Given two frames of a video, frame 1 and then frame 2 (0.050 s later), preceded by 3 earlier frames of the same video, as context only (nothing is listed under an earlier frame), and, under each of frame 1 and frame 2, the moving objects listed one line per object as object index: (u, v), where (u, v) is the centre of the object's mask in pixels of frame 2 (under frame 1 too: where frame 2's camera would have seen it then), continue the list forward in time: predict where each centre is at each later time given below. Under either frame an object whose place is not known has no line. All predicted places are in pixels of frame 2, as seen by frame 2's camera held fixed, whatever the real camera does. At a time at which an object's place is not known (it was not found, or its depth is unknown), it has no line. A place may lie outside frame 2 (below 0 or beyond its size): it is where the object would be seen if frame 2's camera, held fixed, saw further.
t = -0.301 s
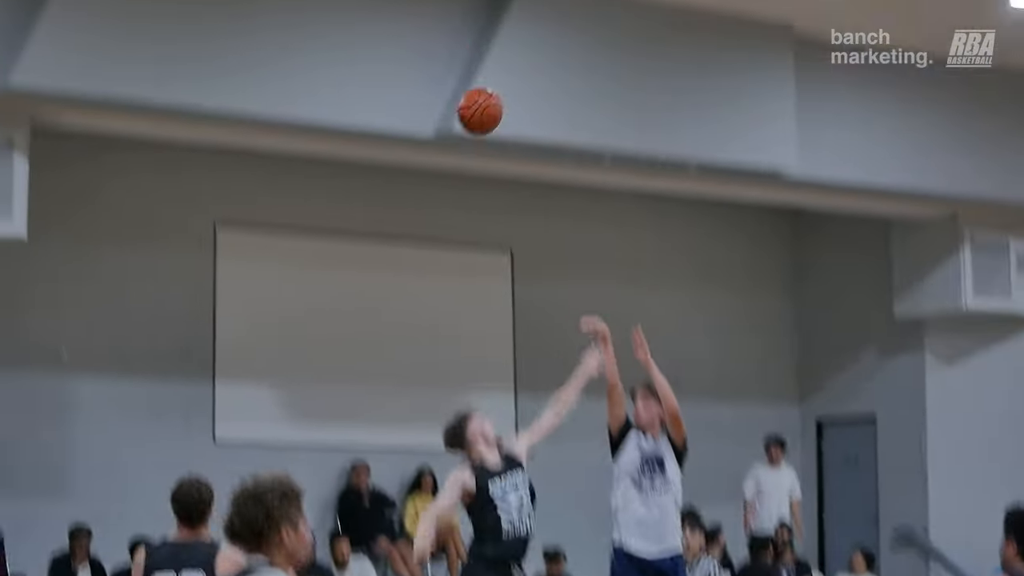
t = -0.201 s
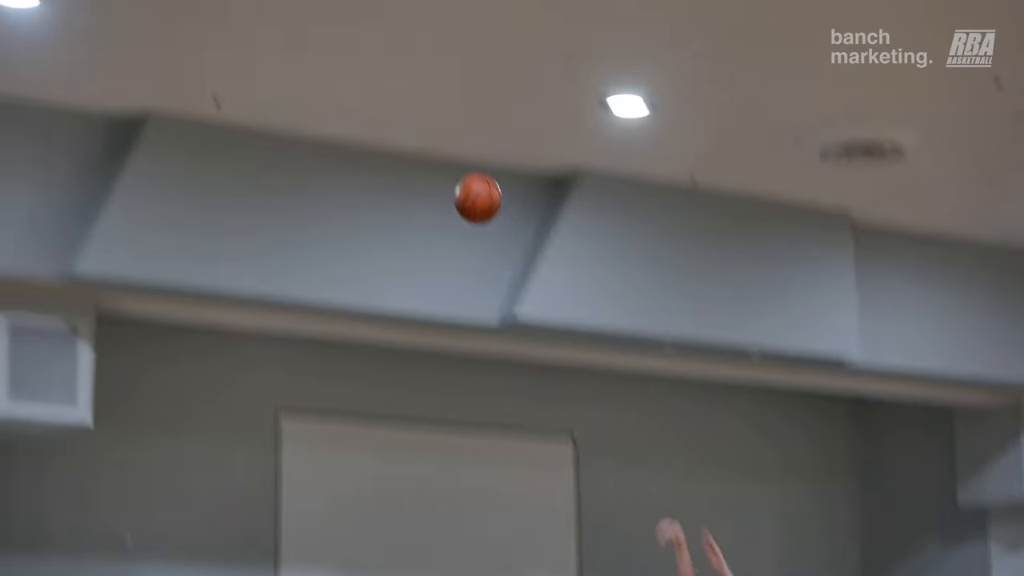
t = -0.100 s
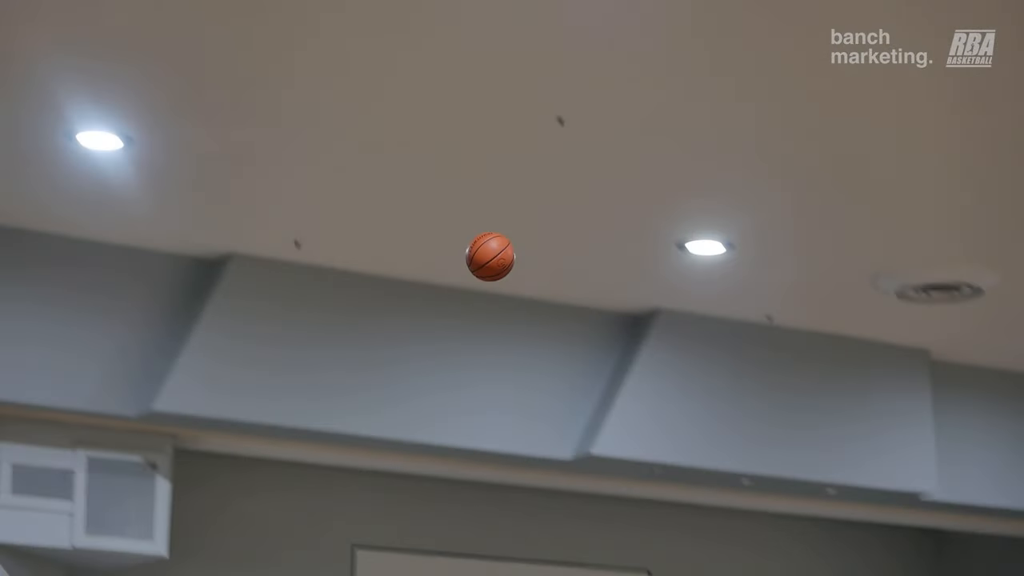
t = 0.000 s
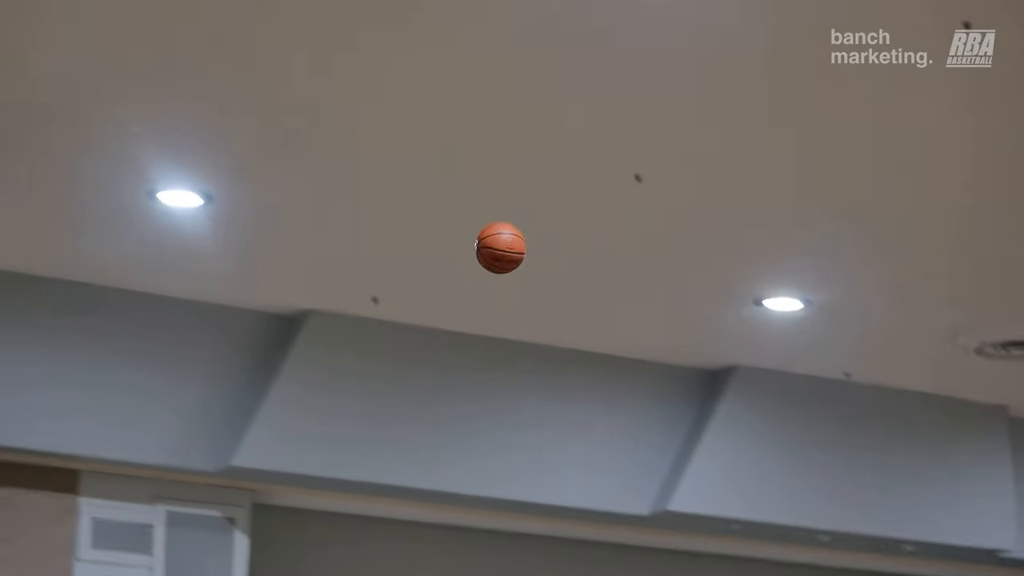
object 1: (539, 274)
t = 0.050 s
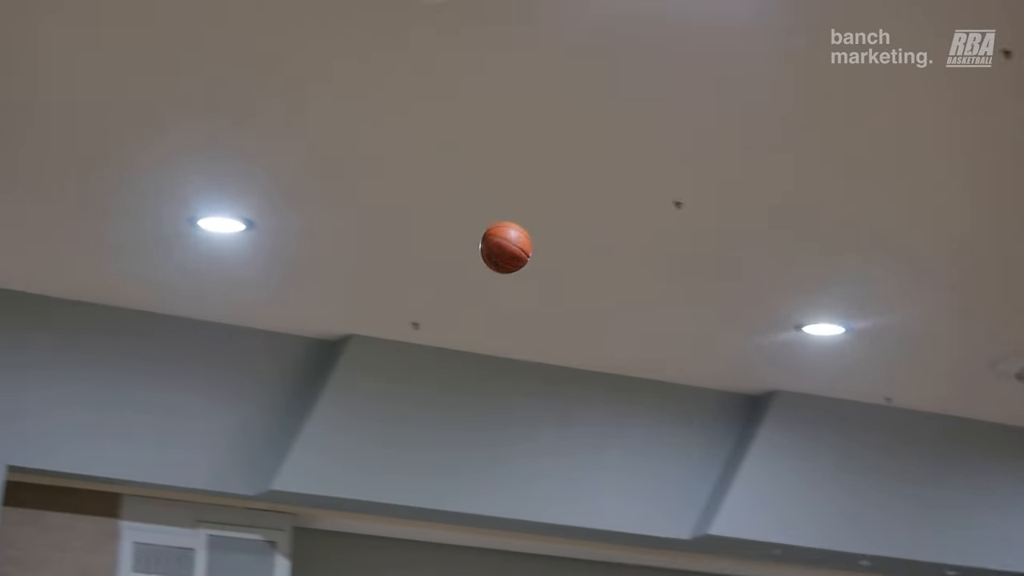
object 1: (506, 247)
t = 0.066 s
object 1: (495, 239)
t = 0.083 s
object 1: (484, 232)
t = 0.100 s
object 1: (473, 225)
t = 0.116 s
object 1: (462, 219)
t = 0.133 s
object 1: (451, 213)
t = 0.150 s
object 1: (440, 208)
